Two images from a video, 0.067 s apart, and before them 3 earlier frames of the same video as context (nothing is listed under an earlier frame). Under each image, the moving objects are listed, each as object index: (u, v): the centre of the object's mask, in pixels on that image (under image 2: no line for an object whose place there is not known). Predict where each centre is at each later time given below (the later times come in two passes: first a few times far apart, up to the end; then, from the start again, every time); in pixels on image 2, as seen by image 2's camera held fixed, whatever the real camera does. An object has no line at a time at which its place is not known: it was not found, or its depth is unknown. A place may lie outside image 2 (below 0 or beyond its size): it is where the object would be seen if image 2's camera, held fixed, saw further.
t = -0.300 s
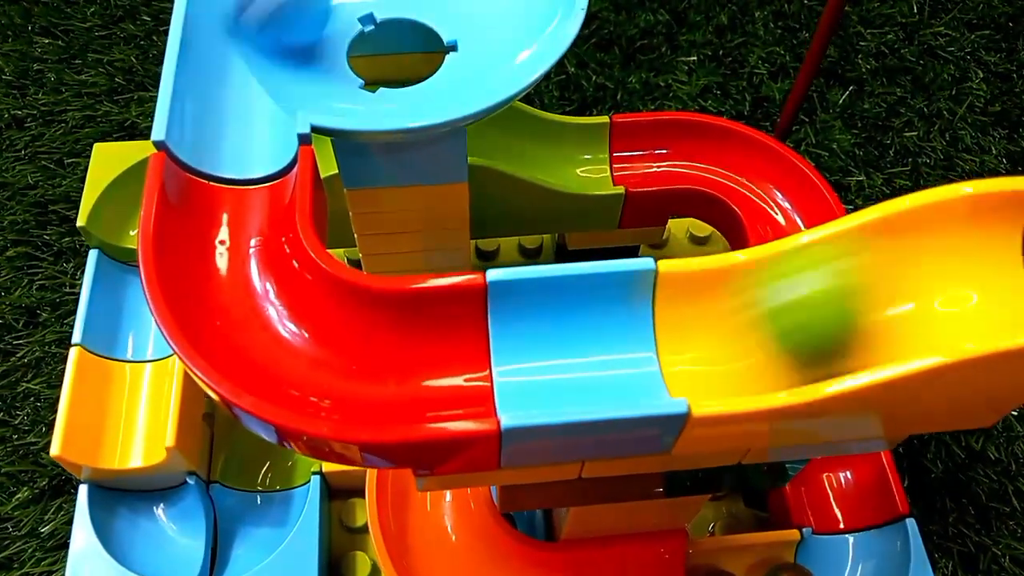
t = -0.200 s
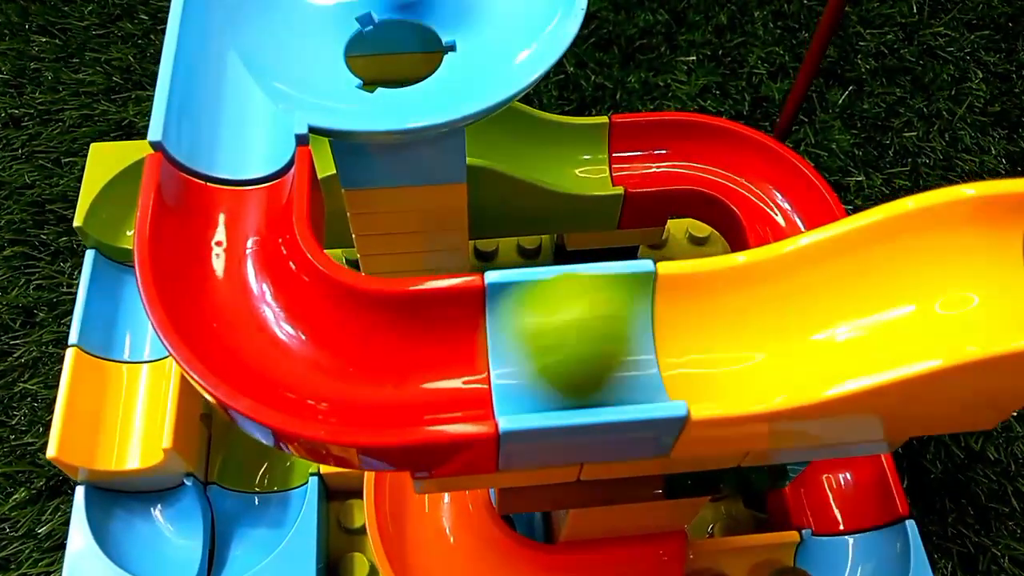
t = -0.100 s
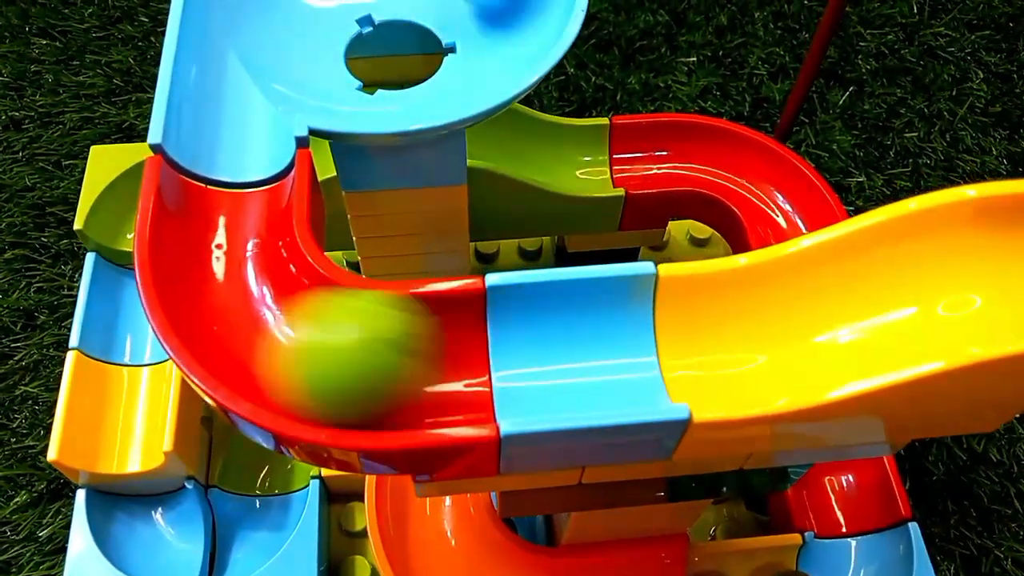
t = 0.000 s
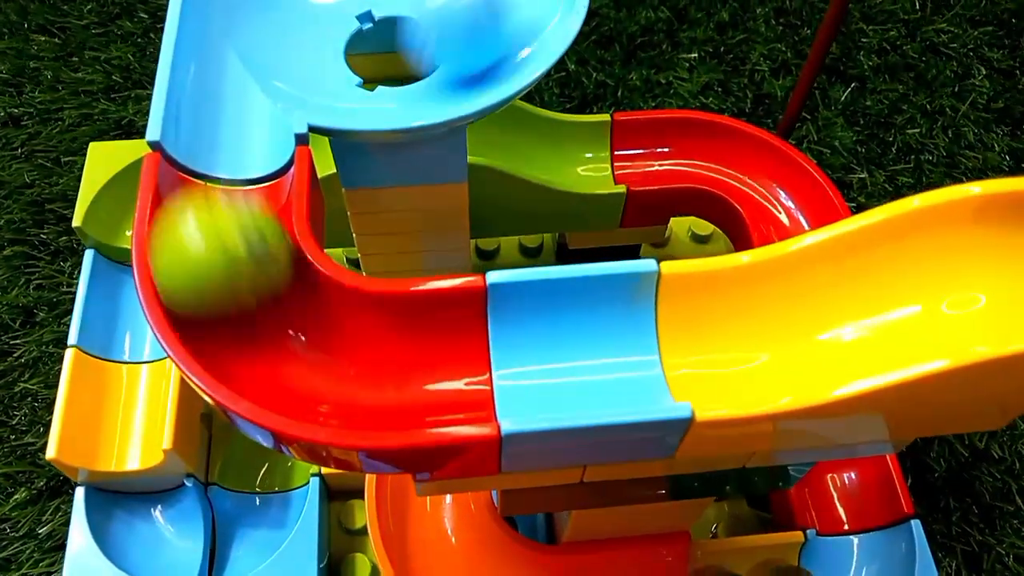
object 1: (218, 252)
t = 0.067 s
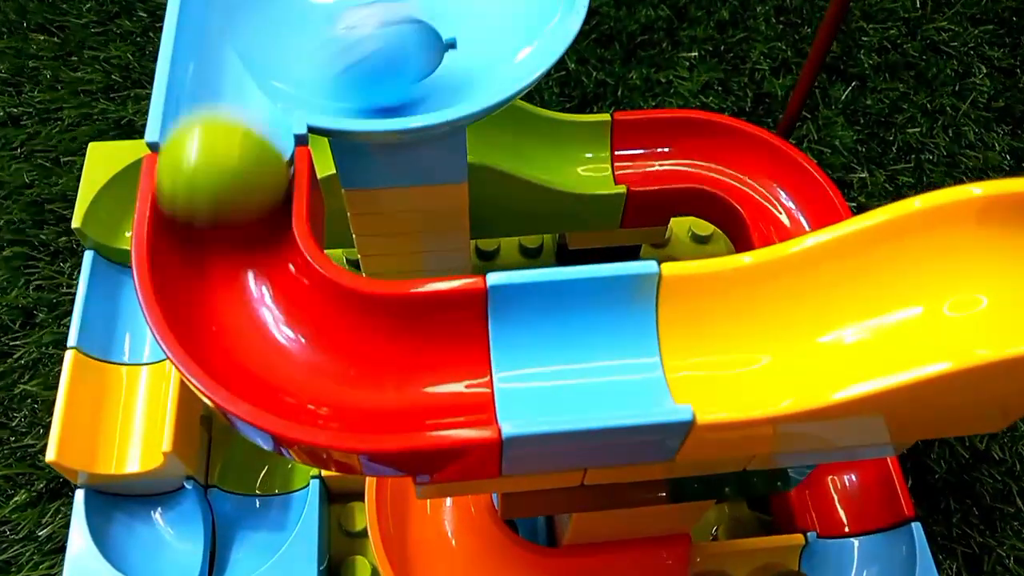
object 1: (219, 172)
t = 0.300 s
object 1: (250, 26)
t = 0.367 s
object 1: (314, 16)
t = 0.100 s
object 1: (225, 135)
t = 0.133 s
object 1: (227, 105)
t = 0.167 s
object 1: (229, 84)
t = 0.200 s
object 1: (232, 64)
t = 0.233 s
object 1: (232, 48)
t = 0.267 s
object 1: (238, 35)
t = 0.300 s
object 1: (250, 26)
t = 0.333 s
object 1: (272, 21)
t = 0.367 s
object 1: (314, 16)
